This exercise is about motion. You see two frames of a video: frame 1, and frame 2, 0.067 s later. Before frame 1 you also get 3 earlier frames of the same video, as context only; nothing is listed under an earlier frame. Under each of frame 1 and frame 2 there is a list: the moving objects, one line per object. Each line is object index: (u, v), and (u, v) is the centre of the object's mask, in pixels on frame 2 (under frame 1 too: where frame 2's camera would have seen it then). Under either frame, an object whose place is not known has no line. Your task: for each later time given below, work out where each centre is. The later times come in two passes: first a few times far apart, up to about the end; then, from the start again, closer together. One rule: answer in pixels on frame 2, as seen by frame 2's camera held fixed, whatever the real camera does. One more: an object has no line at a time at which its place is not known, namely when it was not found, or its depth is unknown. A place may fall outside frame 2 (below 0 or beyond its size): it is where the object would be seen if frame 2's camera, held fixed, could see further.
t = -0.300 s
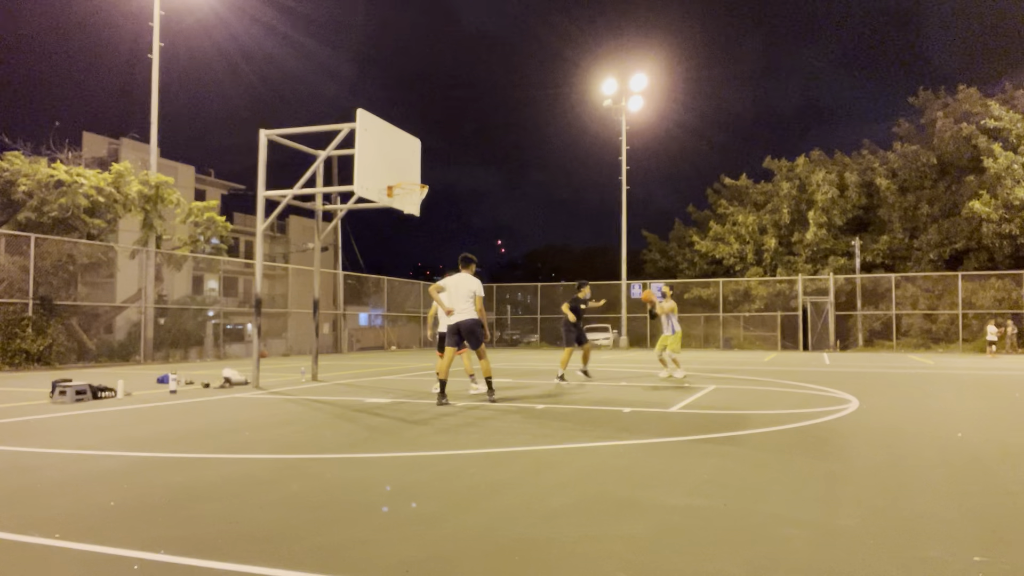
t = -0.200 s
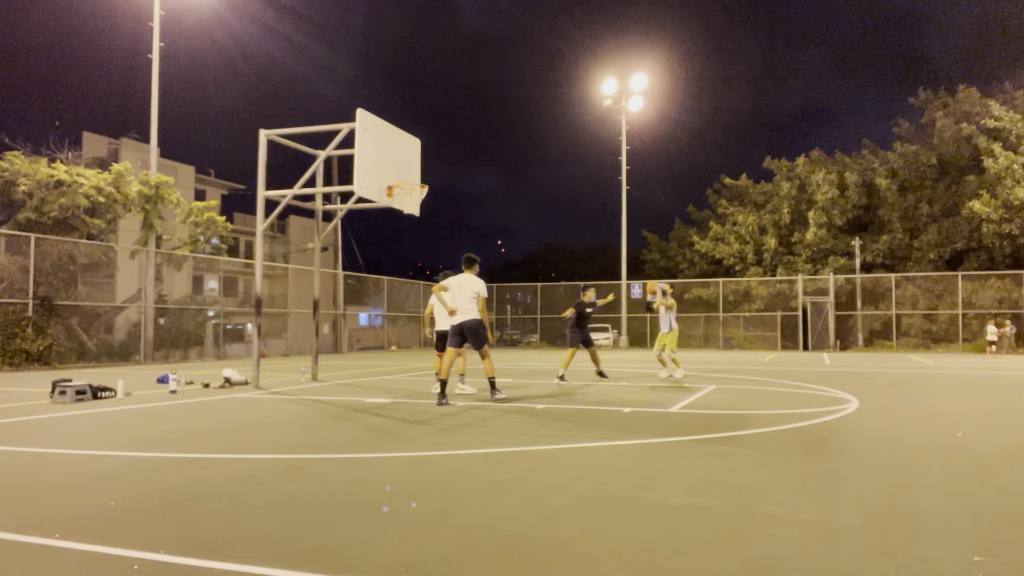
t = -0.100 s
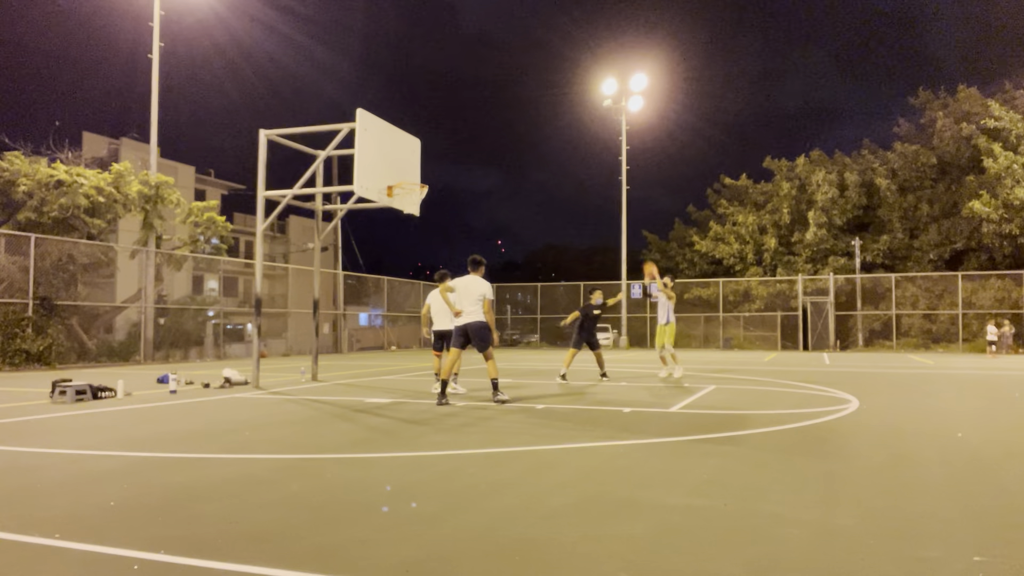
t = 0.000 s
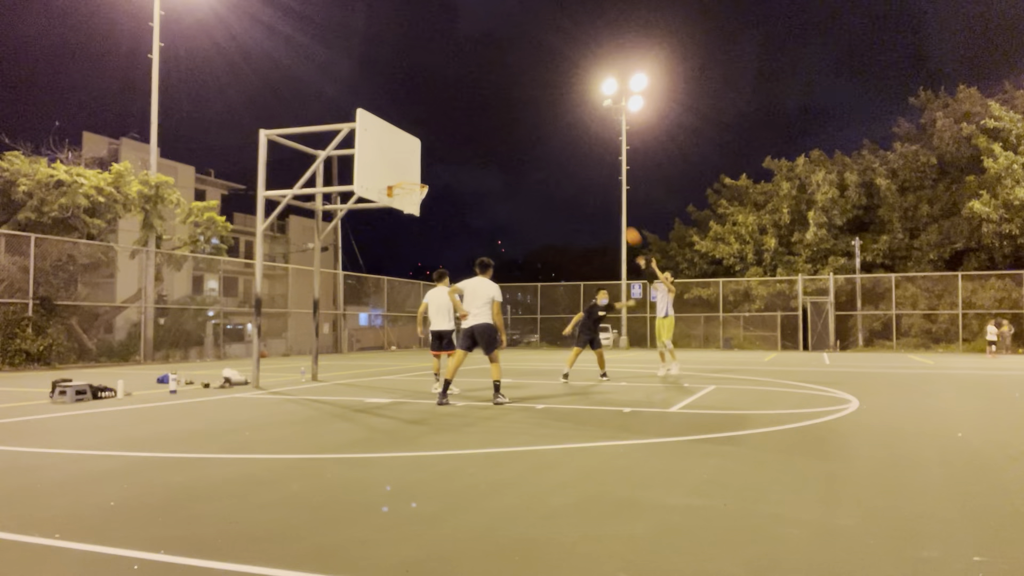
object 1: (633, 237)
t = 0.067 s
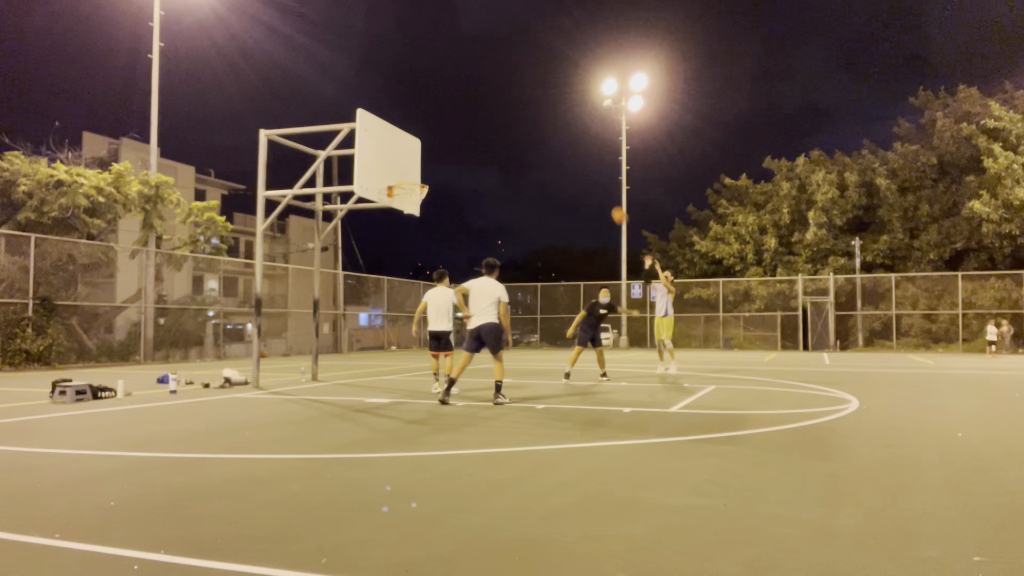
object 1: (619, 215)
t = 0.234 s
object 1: (586, 174)
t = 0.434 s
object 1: (544, 143)
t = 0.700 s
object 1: (485, 137)
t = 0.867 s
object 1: (446, 155)
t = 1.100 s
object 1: (395, 199)
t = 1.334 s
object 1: (384, 222)
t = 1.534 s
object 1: (375, 268)
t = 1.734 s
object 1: (362, 344)
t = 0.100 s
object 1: (612, 206)
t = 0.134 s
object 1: (606, 198)
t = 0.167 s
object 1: (599, 189)
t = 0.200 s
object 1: (593, 182)
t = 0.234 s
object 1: (586, 174)
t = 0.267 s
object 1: (579, 168)
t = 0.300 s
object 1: (572, 162)
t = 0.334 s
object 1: (565, 156)
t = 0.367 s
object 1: (558, 151)
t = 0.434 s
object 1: (544, 143)
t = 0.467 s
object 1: (537, 140)
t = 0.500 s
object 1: (530, 138)
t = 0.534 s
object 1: (522, 136)
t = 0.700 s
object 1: (485, 137)
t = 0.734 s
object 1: (478, 139)
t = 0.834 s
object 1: (454, 150)
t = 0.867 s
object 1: (446, 155)
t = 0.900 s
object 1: (438, 160)
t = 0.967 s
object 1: (424, 173)
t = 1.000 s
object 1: (415, 180)
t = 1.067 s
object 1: (398, 196)
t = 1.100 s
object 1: (395, 199)
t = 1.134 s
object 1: (394, 200)
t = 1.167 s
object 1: (392, 202)
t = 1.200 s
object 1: (391, 205)
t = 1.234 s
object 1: (389, 208)
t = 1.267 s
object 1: (388, 212)
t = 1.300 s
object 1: (386, 216)
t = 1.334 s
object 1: (384, 222)
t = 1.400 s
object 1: (381, 235)
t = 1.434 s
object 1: (380, 242)
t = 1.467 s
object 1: (378, 251)
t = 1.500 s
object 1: (377, 260)
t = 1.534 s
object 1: (375, 268)
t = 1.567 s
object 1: (373, 279)
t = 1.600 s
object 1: (370, 290)
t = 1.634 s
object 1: (369, 302)
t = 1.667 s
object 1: (368, 315)
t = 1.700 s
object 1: (365, 331)
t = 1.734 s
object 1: (362, 344)
